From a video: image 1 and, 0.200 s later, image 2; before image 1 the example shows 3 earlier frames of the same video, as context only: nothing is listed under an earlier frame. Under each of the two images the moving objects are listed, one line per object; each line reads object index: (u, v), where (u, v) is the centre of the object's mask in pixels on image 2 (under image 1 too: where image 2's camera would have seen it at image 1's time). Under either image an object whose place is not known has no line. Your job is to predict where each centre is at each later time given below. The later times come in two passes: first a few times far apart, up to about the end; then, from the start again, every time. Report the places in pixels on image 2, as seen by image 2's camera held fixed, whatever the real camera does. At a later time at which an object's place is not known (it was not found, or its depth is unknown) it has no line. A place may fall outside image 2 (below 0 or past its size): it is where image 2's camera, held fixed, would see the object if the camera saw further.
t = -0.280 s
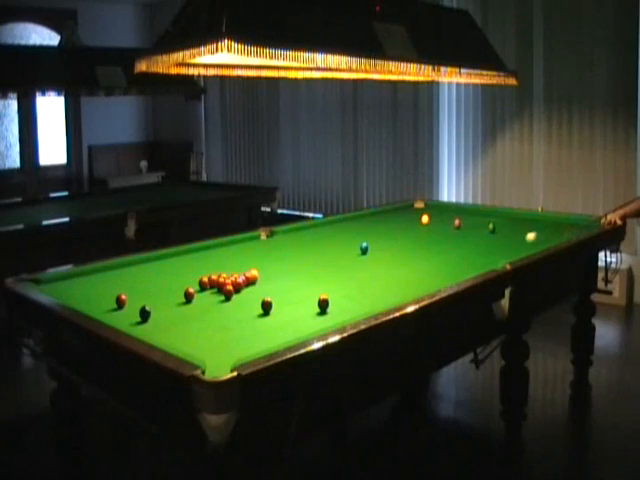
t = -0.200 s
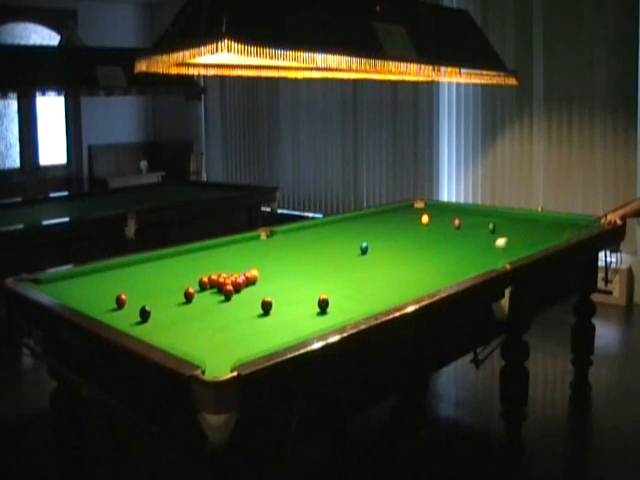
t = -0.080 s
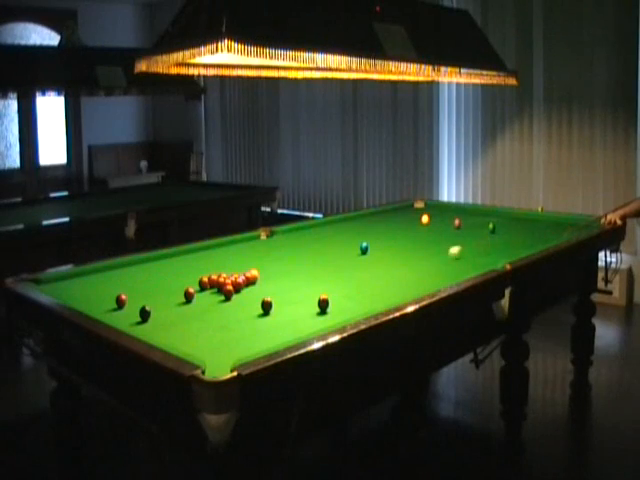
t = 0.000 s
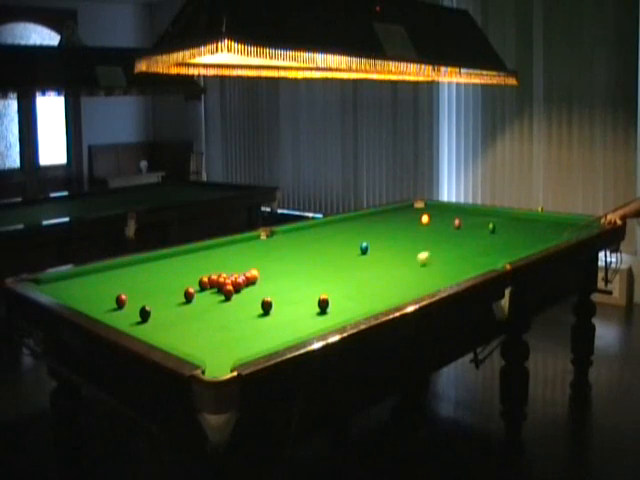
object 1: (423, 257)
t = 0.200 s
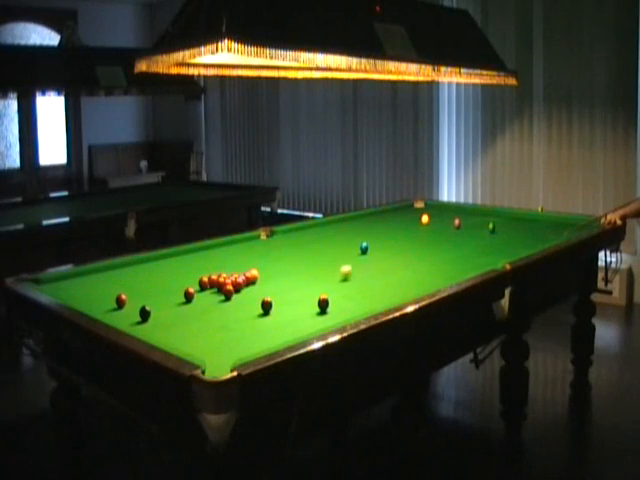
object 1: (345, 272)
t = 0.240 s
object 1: (331, 275)
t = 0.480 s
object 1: (239, 292)
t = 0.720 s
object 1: (191, 315)
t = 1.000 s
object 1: (179, 329)
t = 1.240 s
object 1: (245, 320)
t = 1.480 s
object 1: (306, 312)
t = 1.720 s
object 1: (363, 303)
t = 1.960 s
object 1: (411, 291)
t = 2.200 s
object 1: (424, 283)
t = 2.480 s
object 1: (437, 274)
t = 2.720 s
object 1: (447, 265)
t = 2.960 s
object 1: (456, 258)
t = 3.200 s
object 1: (465, 252)
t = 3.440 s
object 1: (472, 246)
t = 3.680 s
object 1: (479, 241)
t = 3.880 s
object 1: (483, 237)
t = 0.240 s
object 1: (331, 275)
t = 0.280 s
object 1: (316, 278)
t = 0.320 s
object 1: (301, 280)
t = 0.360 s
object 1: (286, 283)
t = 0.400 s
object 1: (271, 287)
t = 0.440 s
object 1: (255, 289)
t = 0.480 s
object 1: (239, 292)
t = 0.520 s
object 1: (232, 296)
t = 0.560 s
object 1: (226, 299)
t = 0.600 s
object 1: (218, 303)
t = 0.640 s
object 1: (209, 307)
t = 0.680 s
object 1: (201, 311)
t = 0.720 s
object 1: (191, 315)
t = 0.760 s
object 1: (181, 319)
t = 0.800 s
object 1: (172, 324)
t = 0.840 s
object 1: (161, 328)
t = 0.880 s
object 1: (152, 329)
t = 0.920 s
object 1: (153, 330)
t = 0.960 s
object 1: (166, 331)
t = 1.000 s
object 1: (179, 329)
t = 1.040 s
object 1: (190, 328)
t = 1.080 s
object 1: (202, 326)
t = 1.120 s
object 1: (213, 325)
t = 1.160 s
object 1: (223, 324)
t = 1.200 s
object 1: (234, 322)
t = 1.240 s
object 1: (245, 320)
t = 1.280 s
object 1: (256, 318)
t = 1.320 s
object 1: (266, 316)
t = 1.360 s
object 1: (277, 316)
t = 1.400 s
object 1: (287, 315)
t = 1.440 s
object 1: (296, 313)
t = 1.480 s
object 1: (306, 312)
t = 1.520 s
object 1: (316, 310)
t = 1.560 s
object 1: (326, 309)
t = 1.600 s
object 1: (335, 308)
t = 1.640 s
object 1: (345, 306)
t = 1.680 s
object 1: (354, 305)
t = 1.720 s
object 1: (363, 303)
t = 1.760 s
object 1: (371, 301)
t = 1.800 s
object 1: (380, 299)
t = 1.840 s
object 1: (388, 297)
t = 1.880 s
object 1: (397, 294)
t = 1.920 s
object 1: (405, 292)
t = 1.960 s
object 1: (411, 291)
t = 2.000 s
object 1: (412, 290)
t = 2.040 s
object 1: (415, 288)
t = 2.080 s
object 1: (417, 287)
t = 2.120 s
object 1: (419, 285)
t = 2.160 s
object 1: (421, 284)
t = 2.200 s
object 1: (424, 283)
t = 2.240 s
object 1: (426, 281)
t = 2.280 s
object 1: (428, 280)
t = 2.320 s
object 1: (430, 279)
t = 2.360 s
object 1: (432, 278)
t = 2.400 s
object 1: (434, 277)
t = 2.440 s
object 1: (436, 275)
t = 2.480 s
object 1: (437, 274)
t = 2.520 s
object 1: (439, 272)
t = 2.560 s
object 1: (441, 271)
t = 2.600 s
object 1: (442, 269)
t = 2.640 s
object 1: (444, 268)
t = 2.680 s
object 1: (446, 267)
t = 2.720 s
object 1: (447, 265)
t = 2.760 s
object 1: (449, 264)
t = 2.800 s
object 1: (450, 263)
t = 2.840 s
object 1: (452, 262)
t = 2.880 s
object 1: (454, 260)
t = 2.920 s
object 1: (455, 259)
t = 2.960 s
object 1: (456, 258)
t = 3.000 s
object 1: (458, 257)
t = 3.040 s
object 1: (459, 256)
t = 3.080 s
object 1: (461, 255)
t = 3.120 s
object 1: (462, 254)
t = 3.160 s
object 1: (463, 252)
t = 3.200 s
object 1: (465, 252)
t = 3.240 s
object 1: (466, 250)
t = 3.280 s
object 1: (467, 249)
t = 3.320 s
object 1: (468, 249)
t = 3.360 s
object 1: (469, 247)
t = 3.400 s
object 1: (470, 247)
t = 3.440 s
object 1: (472, 246)
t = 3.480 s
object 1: (473, 245)
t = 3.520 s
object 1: (474, 244)
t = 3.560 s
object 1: (475, 243)
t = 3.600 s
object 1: (476, 242)
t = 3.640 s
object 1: (477, 241)
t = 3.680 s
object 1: (479, 241)
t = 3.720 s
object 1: (479, 240)
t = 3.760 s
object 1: (480, 239)
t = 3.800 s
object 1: (481, 239)
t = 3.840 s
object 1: (482, 238)
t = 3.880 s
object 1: (483, 237)
